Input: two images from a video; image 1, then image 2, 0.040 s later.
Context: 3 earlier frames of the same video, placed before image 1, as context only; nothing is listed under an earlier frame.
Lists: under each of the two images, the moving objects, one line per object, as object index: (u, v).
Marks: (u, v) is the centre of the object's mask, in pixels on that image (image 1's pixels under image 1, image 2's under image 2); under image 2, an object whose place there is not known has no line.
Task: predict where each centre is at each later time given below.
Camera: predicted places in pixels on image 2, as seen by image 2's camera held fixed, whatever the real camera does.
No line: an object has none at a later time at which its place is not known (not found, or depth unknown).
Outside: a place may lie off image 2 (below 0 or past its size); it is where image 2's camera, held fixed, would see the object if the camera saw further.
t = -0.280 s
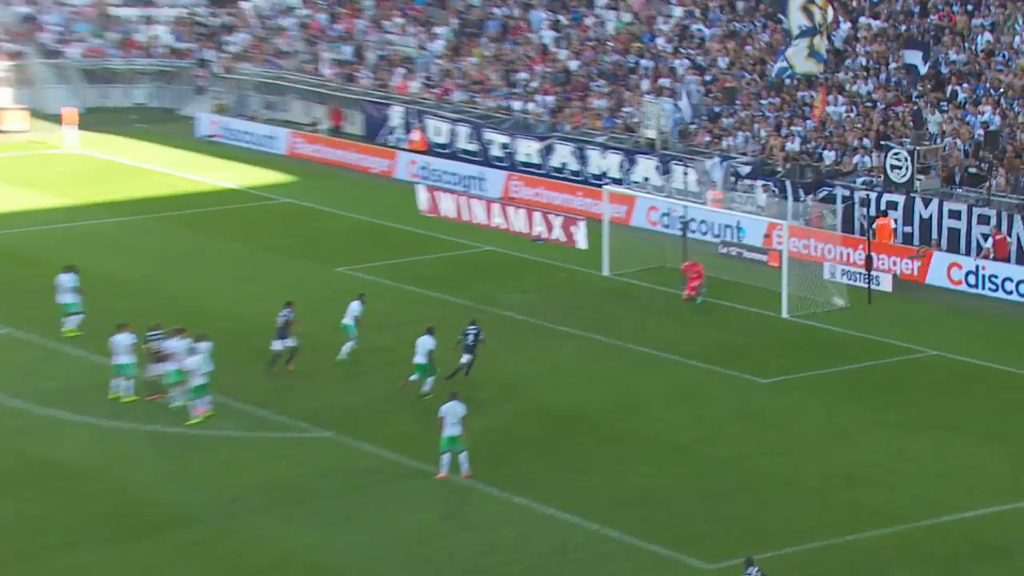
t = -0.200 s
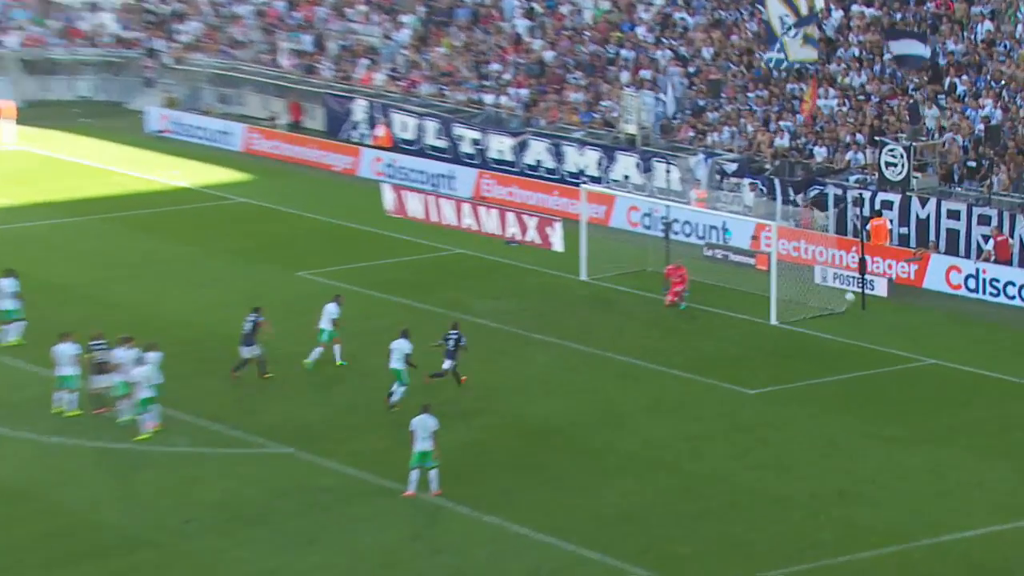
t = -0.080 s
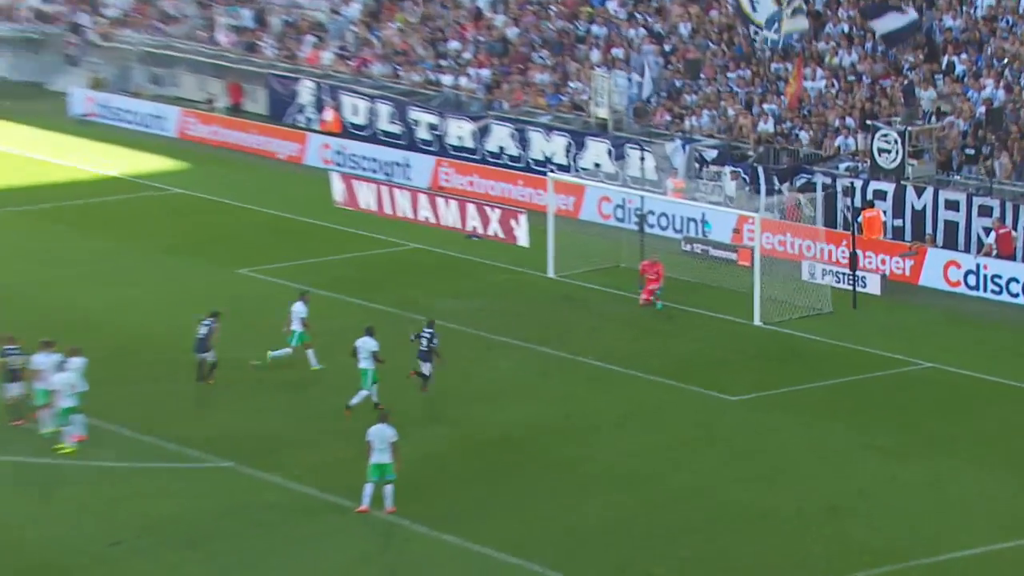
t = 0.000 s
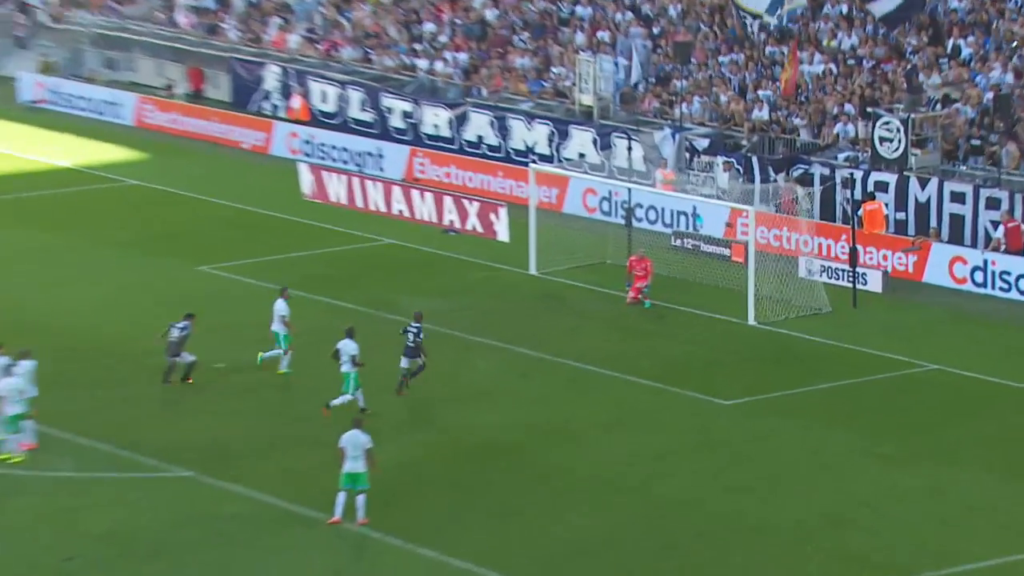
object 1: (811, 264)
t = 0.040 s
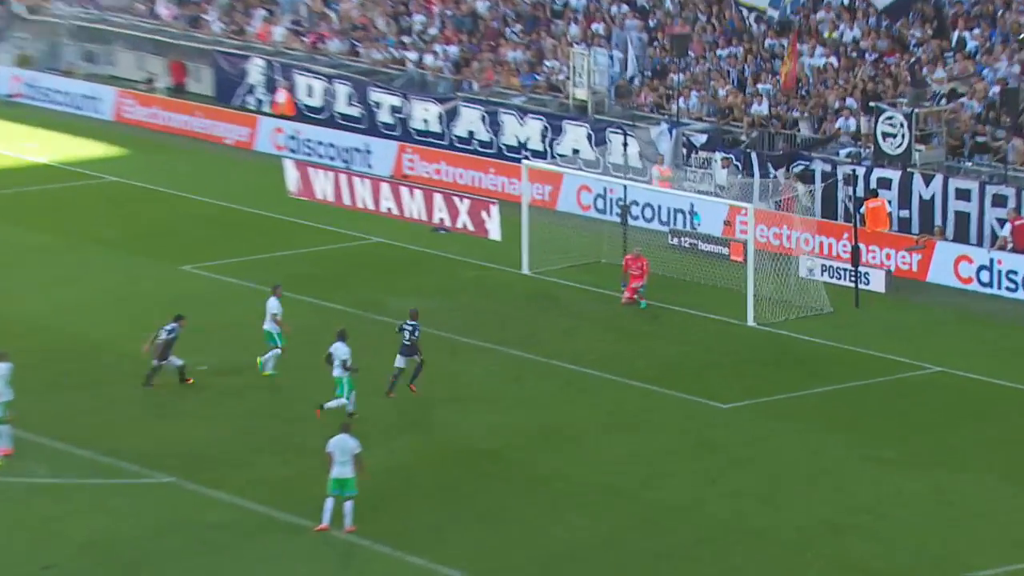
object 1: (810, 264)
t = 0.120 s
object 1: (798, 261)
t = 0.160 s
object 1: (793, 259)
